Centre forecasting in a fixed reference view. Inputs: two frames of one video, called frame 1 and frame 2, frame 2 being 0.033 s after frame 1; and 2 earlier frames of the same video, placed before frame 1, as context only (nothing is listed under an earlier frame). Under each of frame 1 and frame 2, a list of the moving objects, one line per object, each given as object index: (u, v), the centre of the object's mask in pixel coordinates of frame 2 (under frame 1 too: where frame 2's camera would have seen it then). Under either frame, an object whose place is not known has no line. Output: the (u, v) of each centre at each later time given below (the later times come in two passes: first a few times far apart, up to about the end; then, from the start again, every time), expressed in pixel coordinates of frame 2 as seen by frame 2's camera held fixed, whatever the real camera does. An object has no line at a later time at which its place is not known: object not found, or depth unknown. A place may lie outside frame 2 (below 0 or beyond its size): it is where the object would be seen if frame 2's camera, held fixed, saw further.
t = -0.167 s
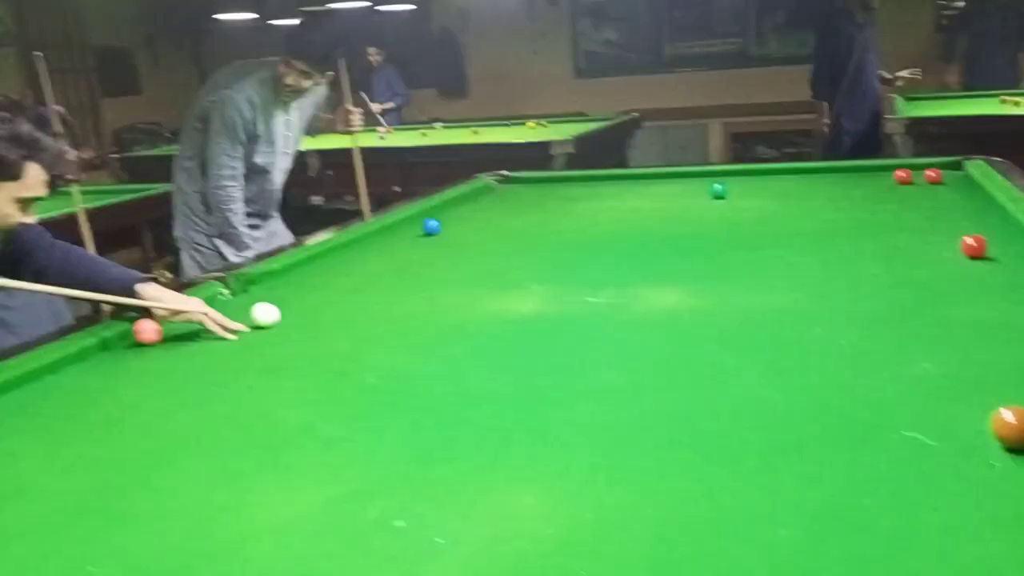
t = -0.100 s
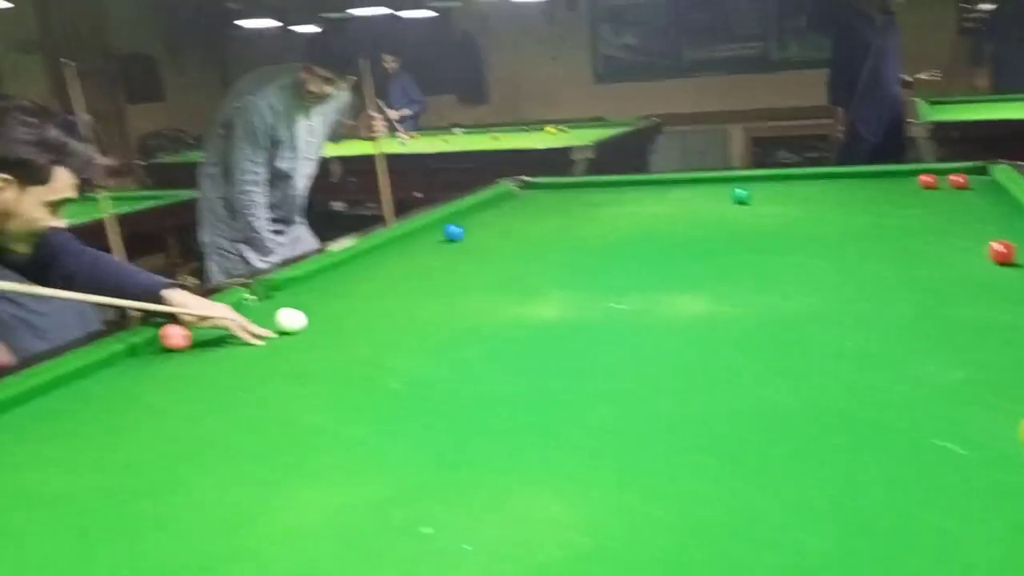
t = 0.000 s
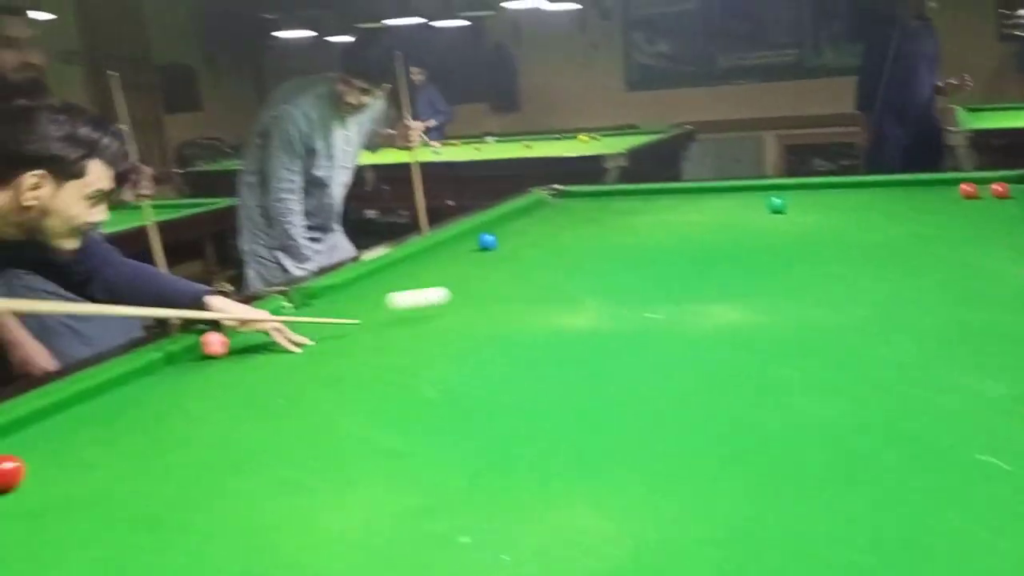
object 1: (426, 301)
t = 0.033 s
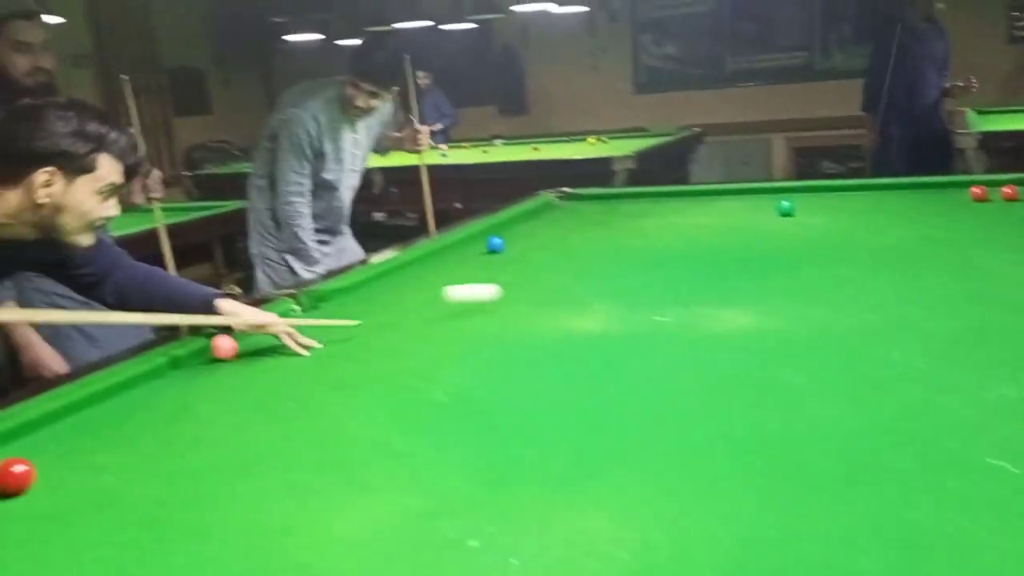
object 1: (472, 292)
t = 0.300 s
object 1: (742, 243)
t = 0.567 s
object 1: (908, 207)
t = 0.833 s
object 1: (975, 193)
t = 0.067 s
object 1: (515, 289)
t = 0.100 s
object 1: (554, 281)
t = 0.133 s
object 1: (590, 273)
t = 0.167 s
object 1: (625, 268)
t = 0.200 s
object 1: (656, 261)
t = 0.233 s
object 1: (687, 255)
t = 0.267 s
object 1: (715, 249)
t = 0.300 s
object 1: (742, 243)
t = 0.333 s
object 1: (766, 238)
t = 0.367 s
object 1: (789, 233)
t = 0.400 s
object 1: (811, 228)
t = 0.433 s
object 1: (832, 224)
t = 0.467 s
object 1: (852, 220)
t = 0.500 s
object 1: (871, 215)
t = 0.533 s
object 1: (890, 211)
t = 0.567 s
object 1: (908, 207)
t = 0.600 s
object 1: (926, 203)
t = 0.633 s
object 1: (943, 200)
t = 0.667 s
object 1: (959, 196)
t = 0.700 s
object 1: (966, 194)
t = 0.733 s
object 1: (968, 195)
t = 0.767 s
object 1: (969, 194)
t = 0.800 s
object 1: (972, 194)
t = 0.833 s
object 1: (975, 193)
